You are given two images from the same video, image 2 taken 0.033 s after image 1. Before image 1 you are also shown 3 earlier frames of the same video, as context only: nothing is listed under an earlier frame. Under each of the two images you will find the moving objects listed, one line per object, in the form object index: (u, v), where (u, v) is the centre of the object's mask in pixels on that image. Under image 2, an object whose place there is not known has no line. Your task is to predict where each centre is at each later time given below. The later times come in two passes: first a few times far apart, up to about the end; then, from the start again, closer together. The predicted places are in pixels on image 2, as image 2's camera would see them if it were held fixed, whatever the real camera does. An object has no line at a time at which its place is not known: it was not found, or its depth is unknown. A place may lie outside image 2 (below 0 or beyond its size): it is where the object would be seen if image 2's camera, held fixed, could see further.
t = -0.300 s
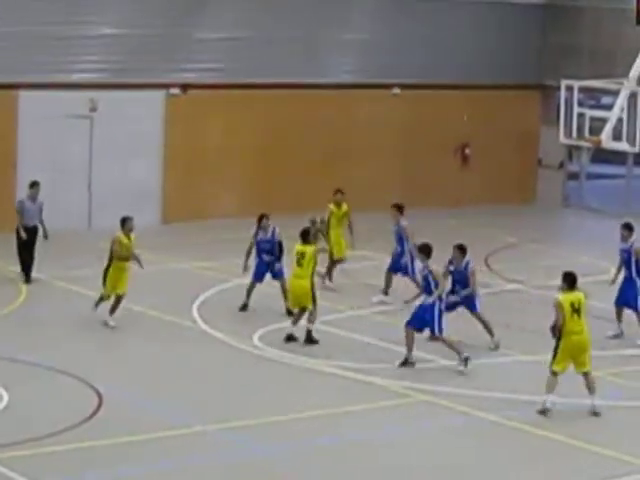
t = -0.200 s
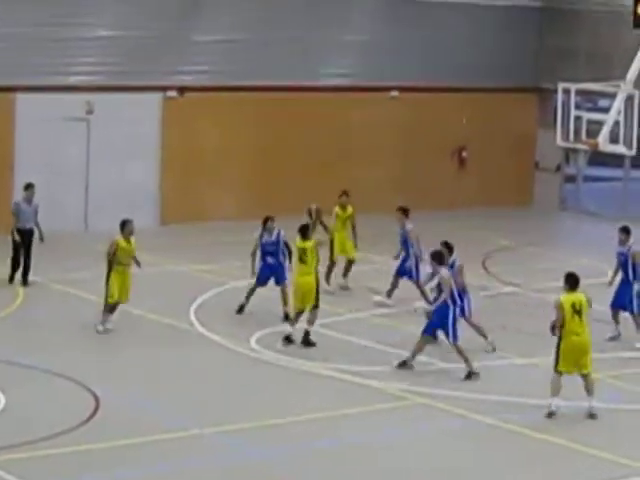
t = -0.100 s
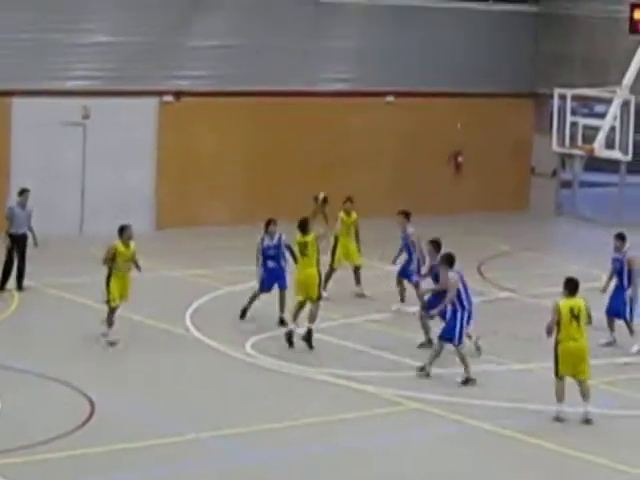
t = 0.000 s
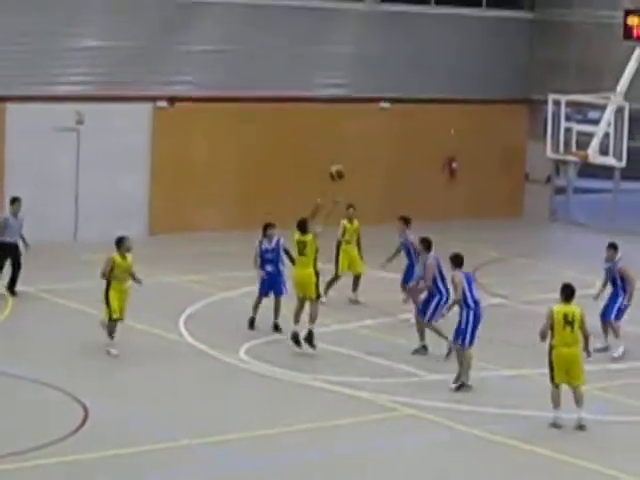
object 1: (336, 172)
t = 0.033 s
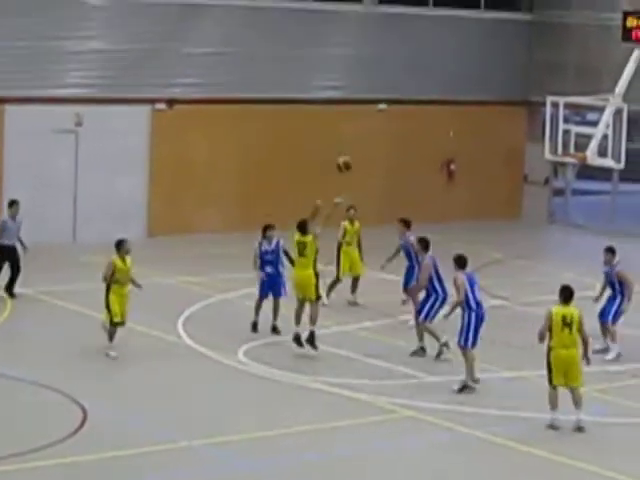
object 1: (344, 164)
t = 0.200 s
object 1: (387, 120)
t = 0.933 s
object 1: (557, 140)
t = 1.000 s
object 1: (569, 155)
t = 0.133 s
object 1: (373, 137)
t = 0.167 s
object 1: (381, 129)
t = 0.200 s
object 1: (387, 120)
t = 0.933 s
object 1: (557, 140)
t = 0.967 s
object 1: (562, 148)
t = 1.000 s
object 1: (569, 155)
